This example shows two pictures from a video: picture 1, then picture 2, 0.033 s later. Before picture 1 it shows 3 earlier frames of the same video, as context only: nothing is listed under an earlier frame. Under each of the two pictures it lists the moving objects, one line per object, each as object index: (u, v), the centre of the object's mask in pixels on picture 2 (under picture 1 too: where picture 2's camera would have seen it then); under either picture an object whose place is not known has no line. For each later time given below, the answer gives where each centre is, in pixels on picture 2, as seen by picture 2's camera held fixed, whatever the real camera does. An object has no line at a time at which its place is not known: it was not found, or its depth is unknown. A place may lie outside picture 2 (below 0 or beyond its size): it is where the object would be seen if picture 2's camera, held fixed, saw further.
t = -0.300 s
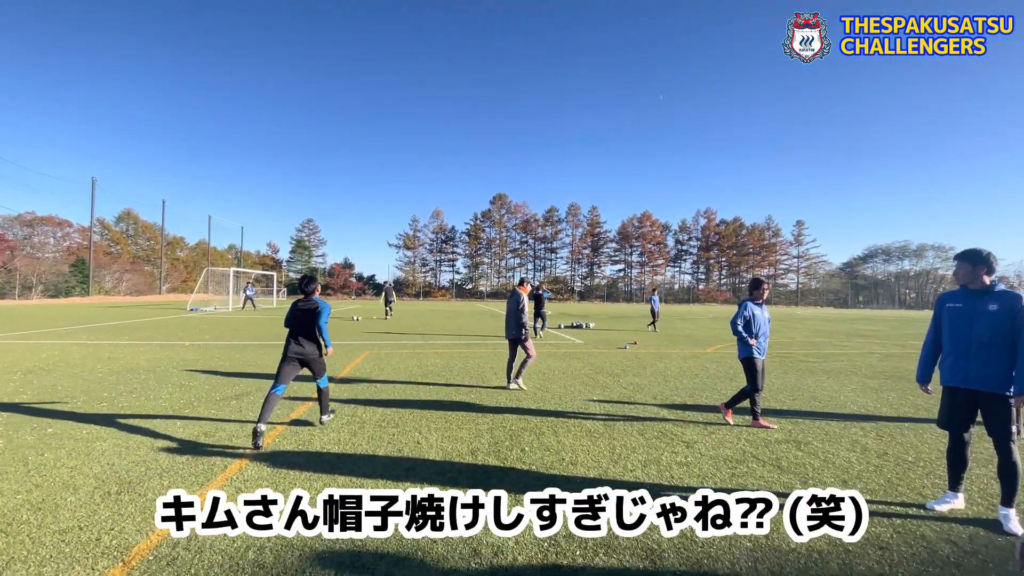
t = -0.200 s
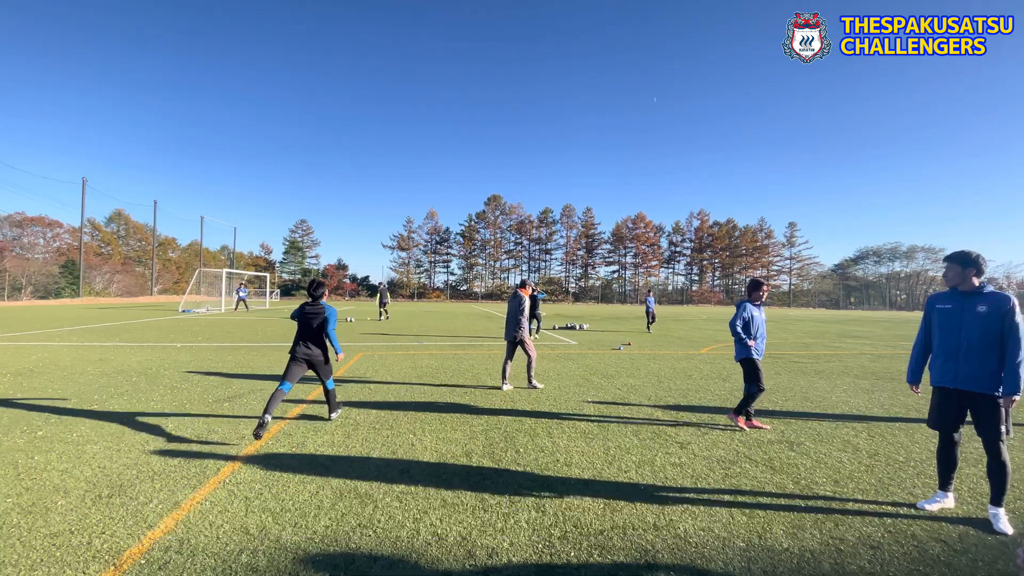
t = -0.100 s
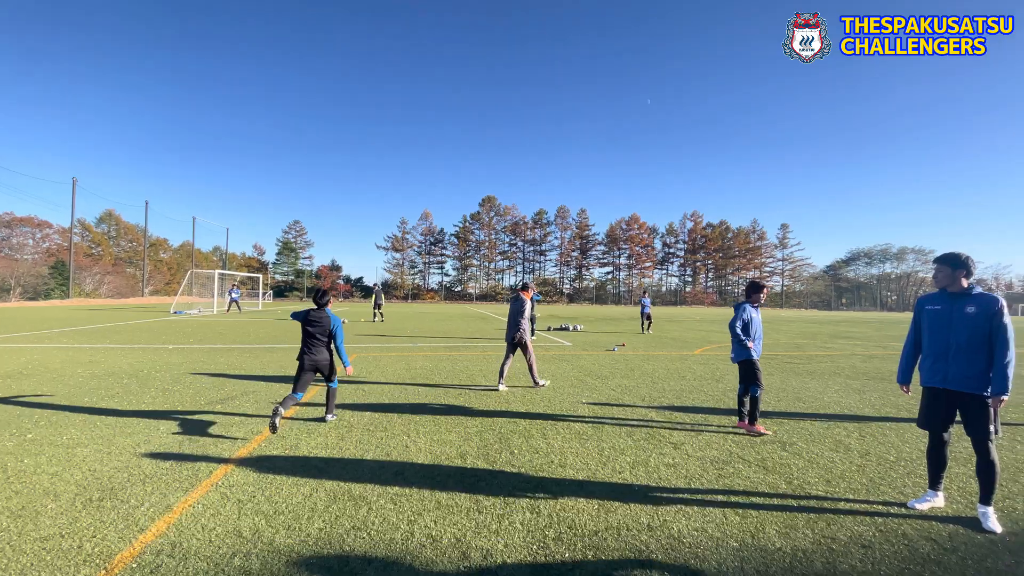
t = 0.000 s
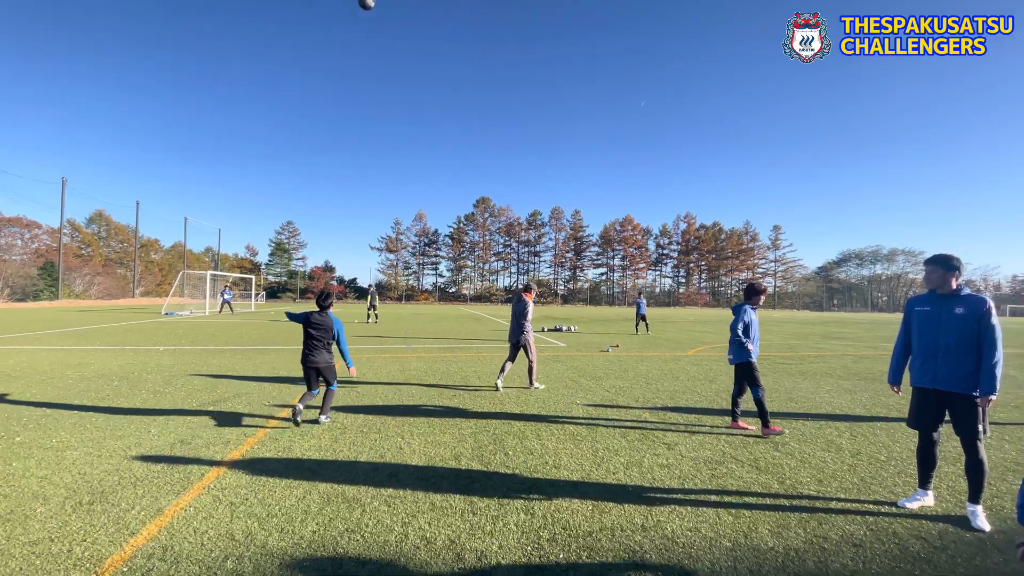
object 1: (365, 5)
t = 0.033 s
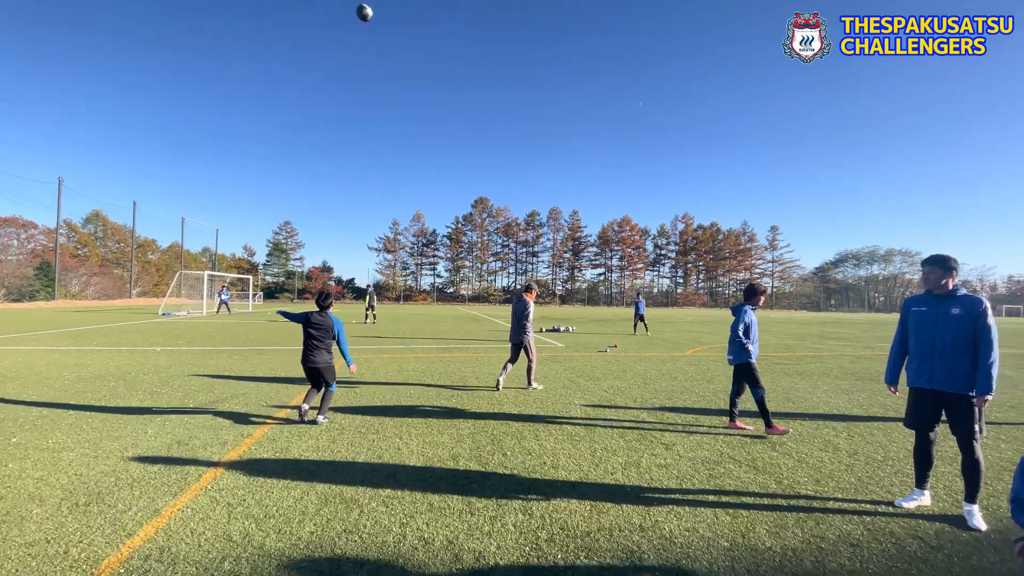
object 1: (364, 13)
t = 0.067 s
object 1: (364, 24)
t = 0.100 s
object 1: (365, 37)
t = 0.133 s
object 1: (366, 50)
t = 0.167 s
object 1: (366, 64)
